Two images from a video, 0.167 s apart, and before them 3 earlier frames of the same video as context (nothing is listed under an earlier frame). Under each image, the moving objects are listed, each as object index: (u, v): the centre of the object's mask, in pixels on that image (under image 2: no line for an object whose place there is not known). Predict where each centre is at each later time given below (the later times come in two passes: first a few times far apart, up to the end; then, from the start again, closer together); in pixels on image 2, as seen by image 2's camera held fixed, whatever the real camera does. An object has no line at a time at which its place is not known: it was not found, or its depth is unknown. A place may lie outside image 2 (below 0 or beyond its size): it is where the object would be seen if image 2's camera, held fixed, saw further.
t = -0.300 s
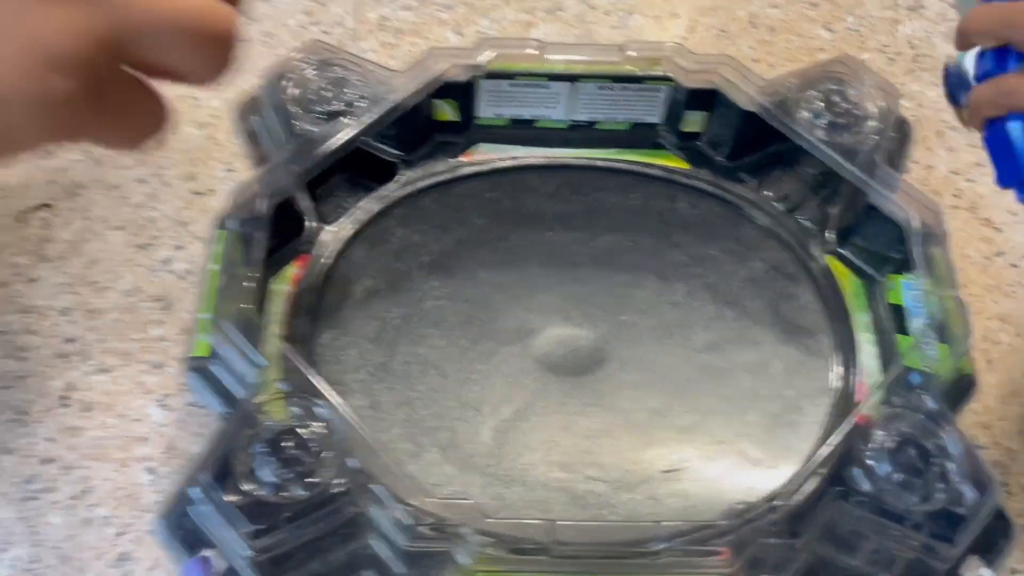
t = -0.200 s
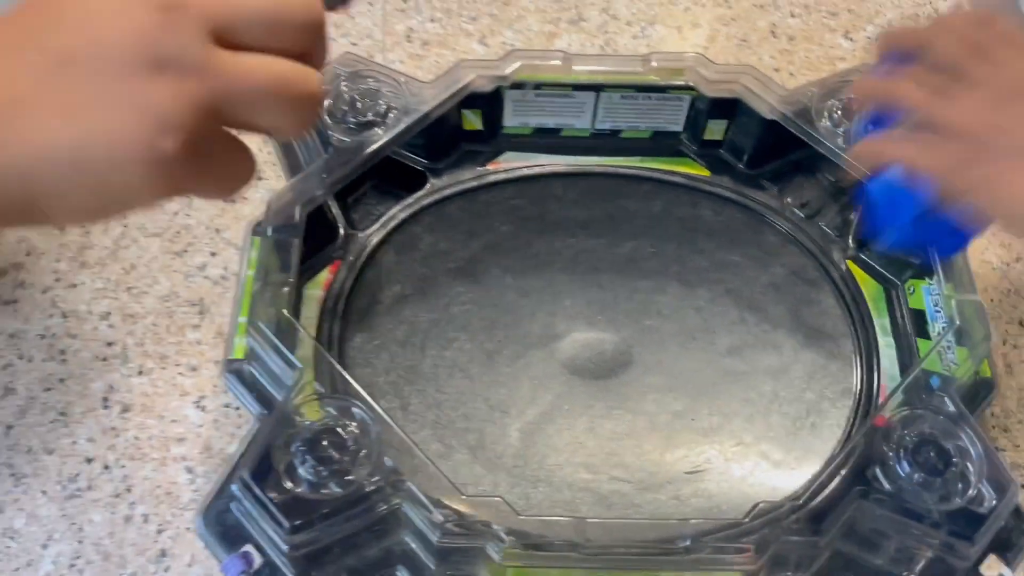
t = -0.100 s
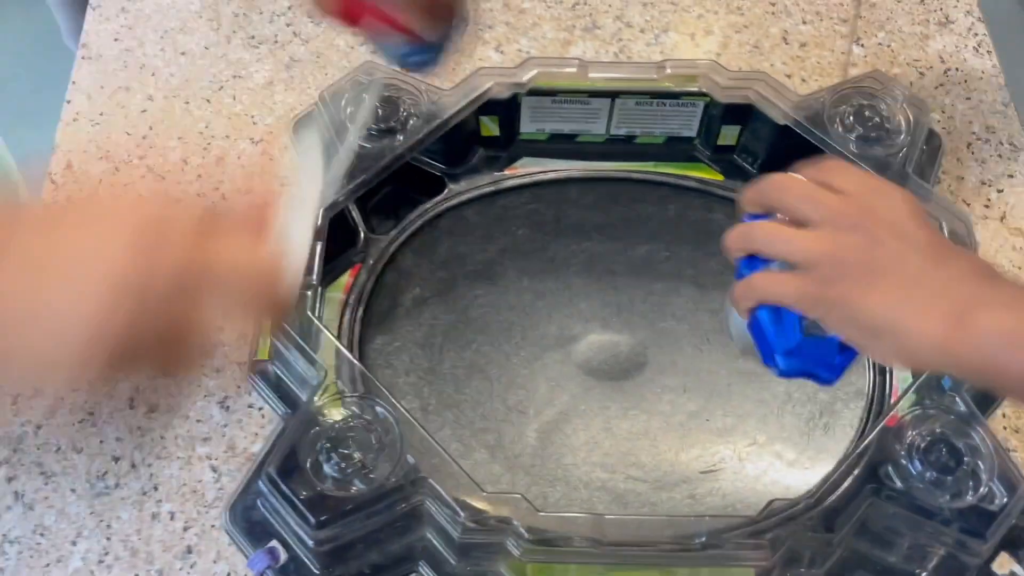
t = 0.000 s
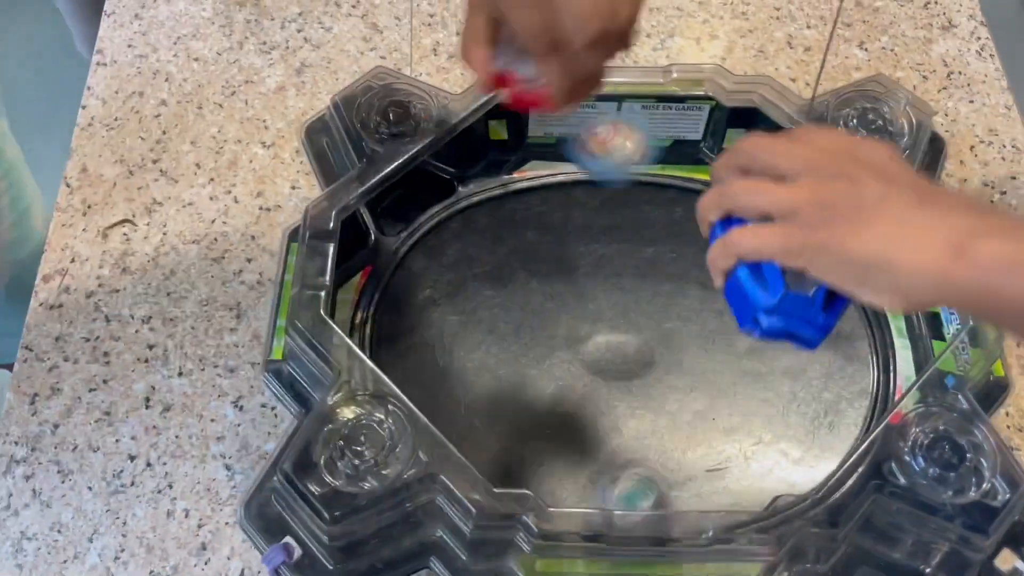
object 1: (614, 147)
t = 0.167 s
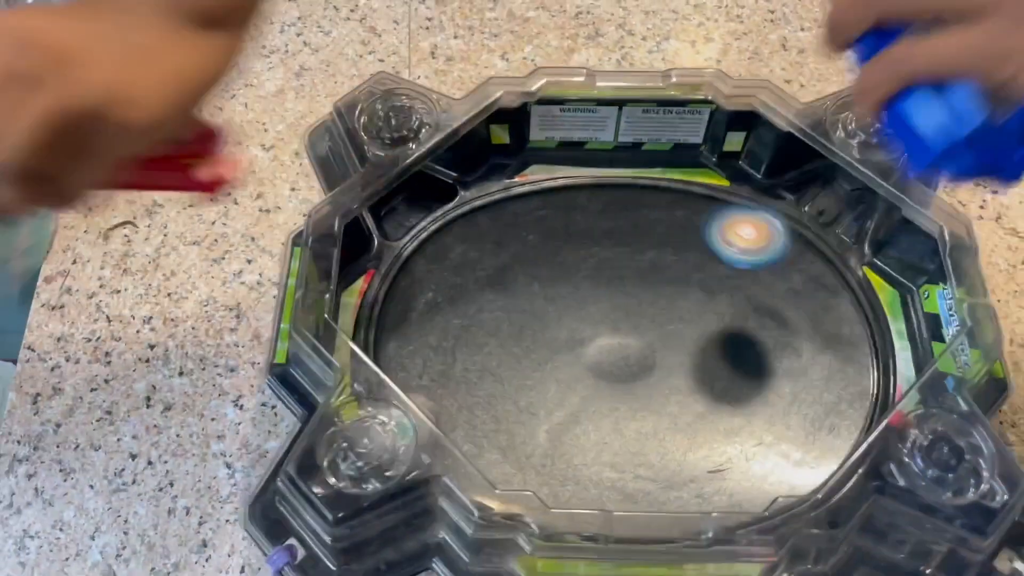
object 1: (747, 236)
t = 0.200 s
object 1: (771, 252)
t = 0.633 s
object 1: (737, 395)
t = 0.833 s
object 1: (714, 400)
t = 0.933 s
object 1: (691, 420)
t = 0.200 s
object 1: (771, 252)
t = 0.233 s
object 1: (788, 281)
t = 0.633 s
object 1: (737, 395)
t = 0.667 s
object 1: (736, 401)
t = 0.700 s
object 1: (734, 401)
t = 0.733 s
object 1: (730, 402)
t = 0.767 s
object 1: (726, 402)
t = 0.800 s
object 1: (720, 403)
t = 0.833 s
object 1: (714, 400)
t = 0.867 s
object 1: (706, 398)
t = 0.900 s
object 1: (697, 407)
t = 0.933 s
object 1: (691, 420)
